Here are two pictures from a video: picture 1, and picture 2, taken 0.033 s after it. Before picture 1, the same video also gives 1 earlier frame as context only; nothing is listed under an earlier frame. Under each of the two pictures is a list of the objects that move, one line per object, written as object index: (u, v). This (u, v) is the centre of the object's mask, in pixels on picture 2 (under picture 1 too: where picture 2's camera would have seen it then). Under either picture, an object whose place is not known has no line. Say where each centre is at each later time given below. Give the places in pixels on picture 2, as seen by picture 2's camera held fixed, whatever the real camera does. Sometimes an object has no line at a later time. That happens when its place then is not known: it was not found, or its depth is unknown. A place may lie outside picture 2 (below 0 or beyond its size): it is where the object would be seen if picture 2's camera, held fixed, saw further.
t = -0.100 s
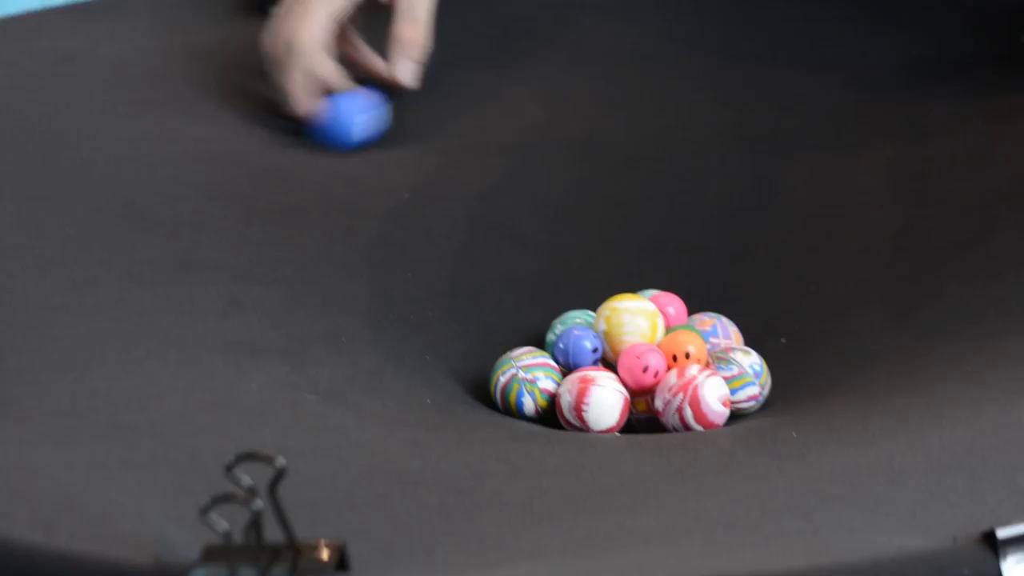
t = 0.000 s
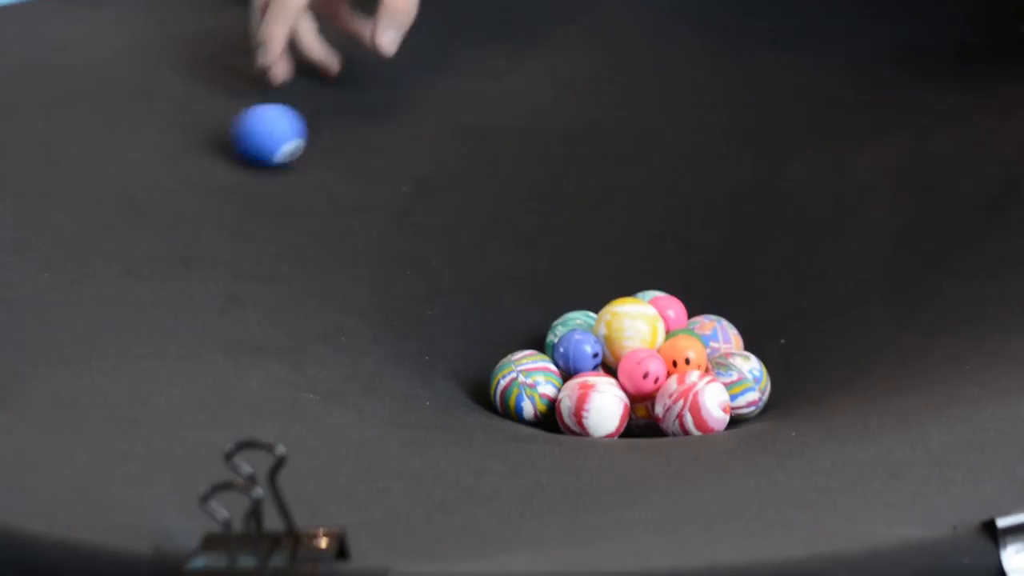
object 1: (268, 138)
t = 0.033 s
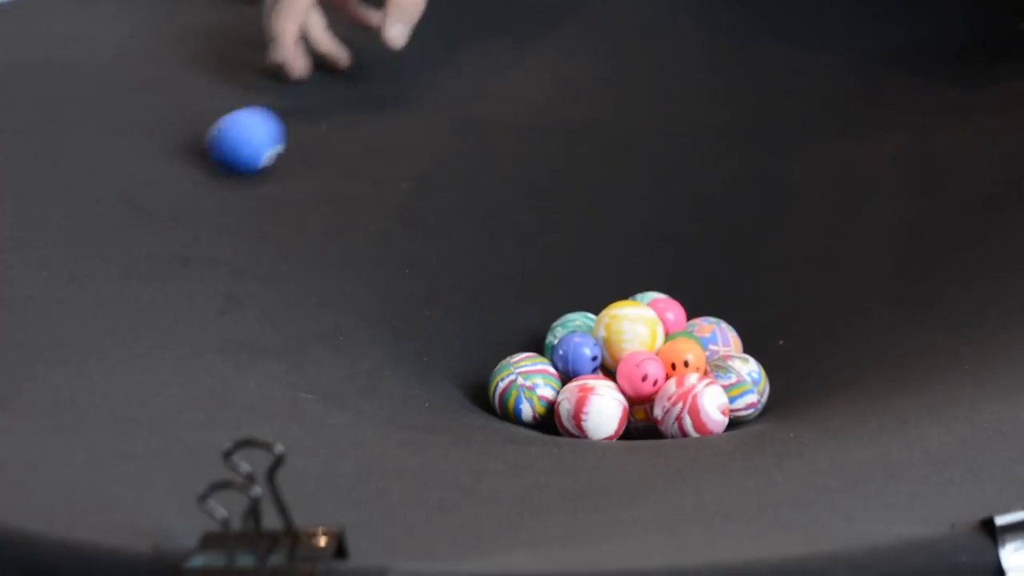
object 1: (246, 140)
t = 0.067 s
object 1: (225, 153)
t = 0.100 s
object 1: (206, 178)
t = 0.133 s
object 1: (189, 206)
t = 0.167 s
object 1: (176, 231)
